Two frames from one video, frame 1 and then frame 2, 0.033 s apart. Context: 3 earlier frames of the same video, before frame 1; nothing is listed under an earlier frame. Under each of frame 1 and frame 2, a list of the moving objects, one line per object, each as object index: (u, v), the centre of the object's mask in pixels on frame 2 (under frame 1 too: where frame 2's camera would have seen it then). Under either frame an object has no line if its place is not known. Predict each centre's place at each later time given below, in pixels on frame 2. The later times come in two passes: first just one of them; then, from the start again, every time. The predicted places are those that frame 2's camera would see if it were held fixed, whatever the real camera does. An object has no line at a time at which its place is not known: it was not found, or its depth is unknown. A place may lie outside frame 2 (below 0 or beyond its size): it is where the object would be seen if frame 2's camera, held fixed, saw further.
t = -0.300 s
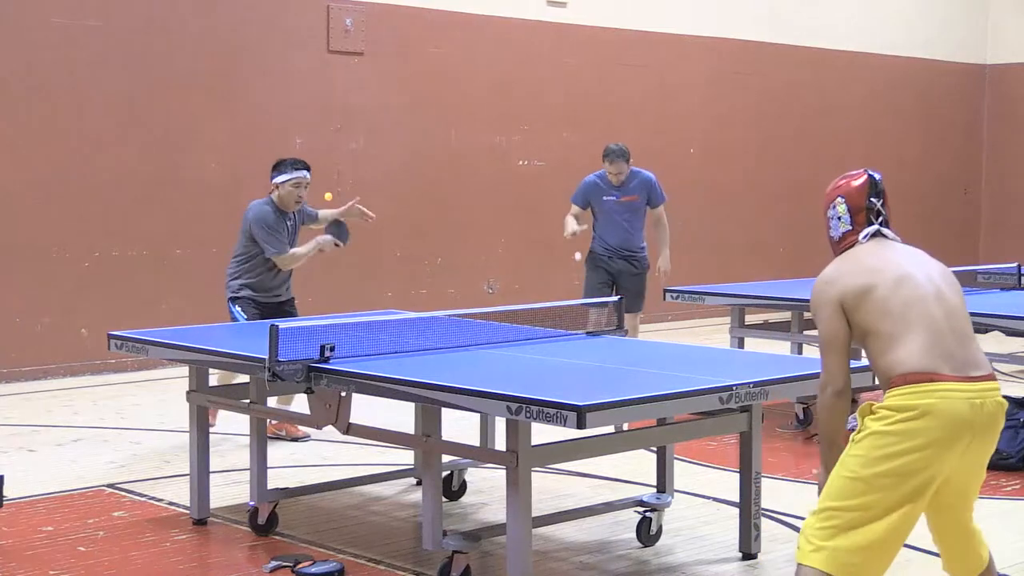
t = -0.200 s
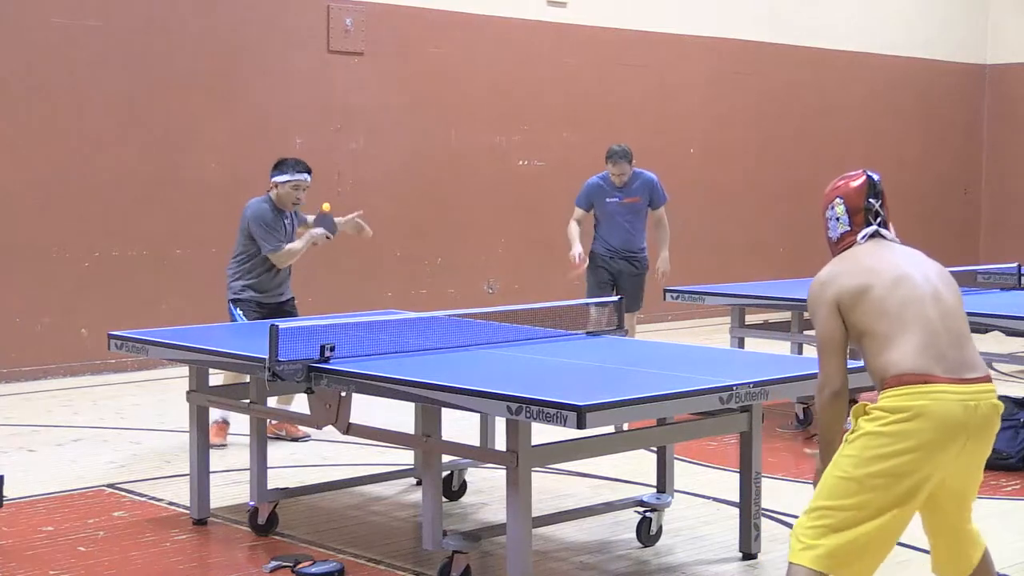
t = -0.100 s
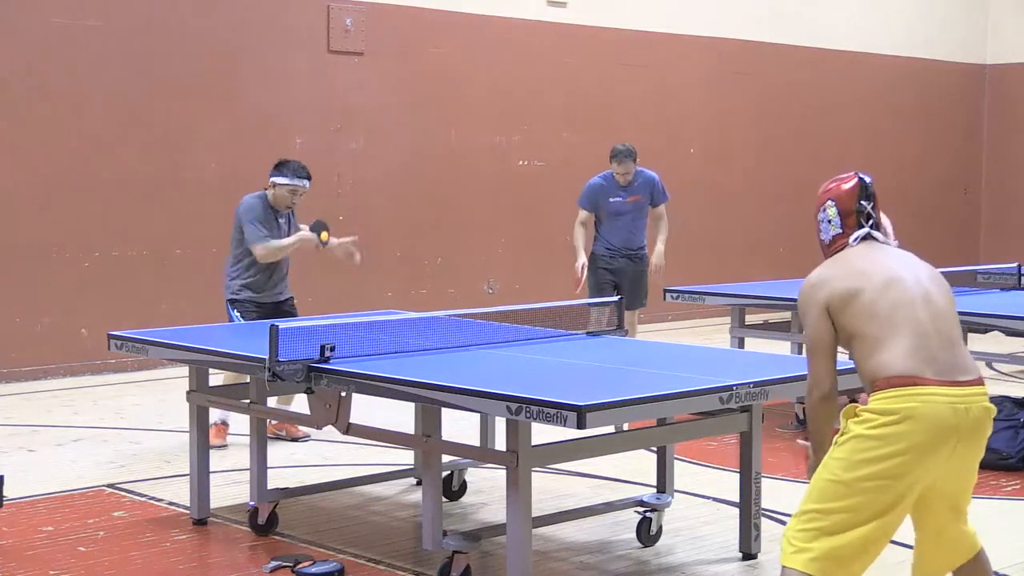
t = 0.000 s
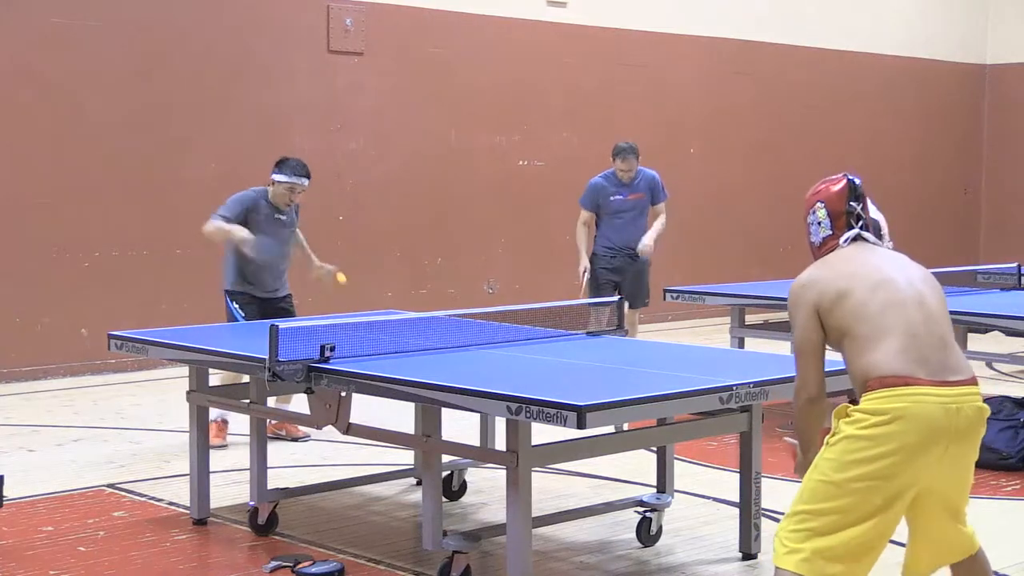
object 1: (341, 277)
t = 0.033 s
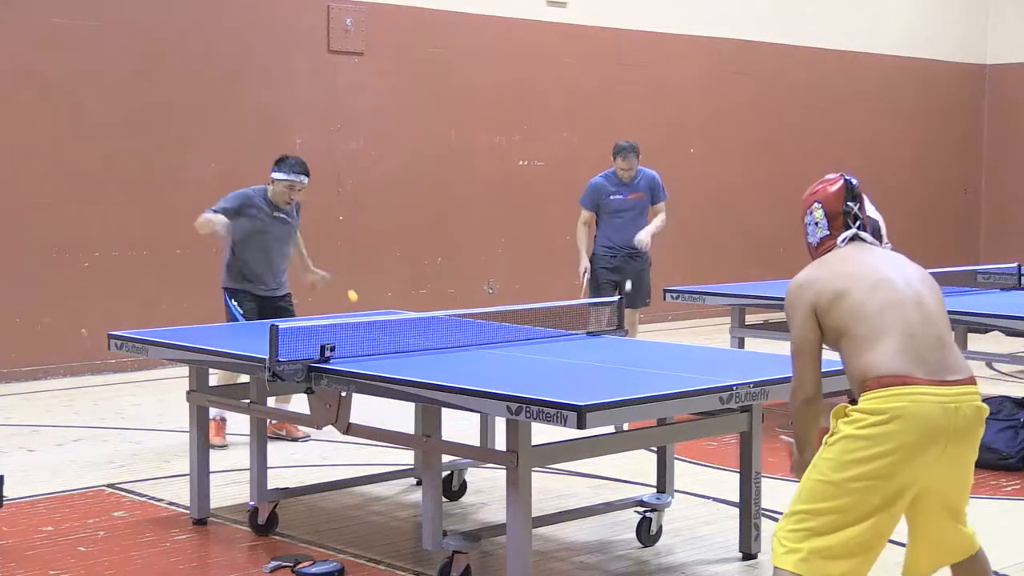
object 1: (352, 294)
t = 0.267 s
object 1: (458, 287)
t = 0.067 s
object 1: (365, 308)
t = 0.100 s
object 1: (377, 300)
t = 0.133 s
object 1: (391, 293)
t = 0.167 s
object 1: (406, 287)
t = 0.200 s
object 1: (422, 285)
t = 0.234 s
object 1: (439, 284)
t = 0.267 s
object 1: (458, 287)
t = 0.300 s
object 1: (477, 292)
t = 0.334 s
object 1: (497, 301)
